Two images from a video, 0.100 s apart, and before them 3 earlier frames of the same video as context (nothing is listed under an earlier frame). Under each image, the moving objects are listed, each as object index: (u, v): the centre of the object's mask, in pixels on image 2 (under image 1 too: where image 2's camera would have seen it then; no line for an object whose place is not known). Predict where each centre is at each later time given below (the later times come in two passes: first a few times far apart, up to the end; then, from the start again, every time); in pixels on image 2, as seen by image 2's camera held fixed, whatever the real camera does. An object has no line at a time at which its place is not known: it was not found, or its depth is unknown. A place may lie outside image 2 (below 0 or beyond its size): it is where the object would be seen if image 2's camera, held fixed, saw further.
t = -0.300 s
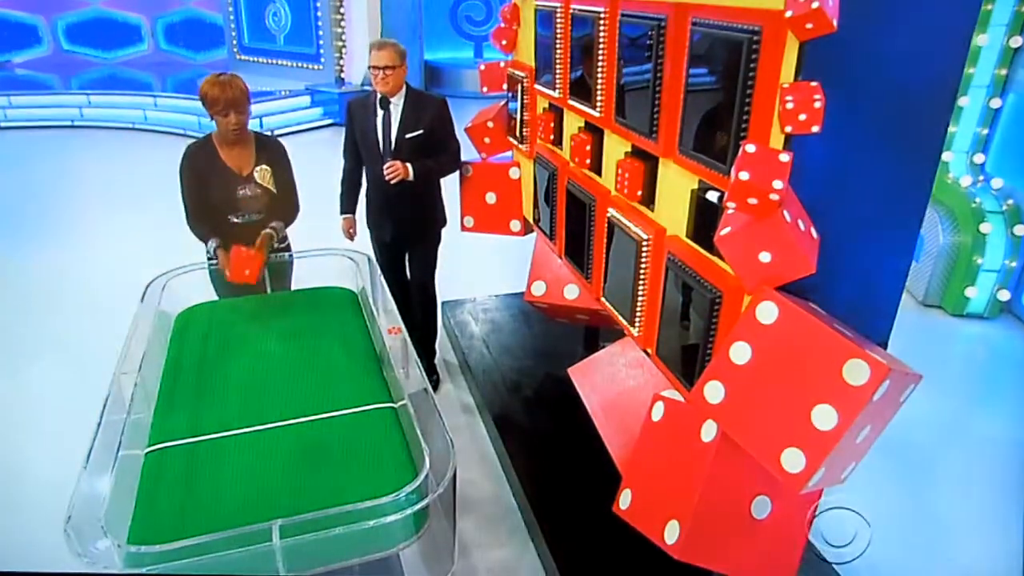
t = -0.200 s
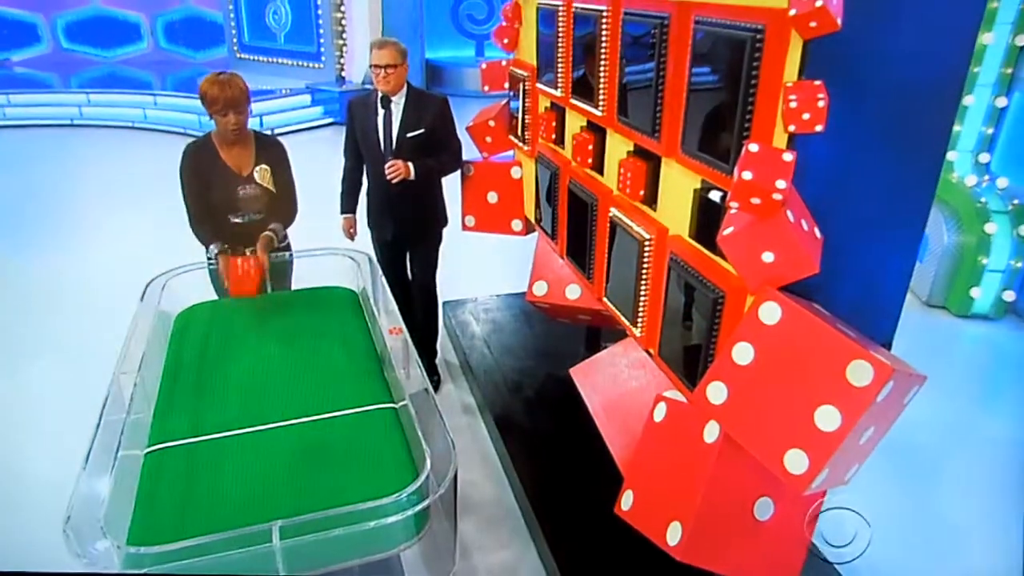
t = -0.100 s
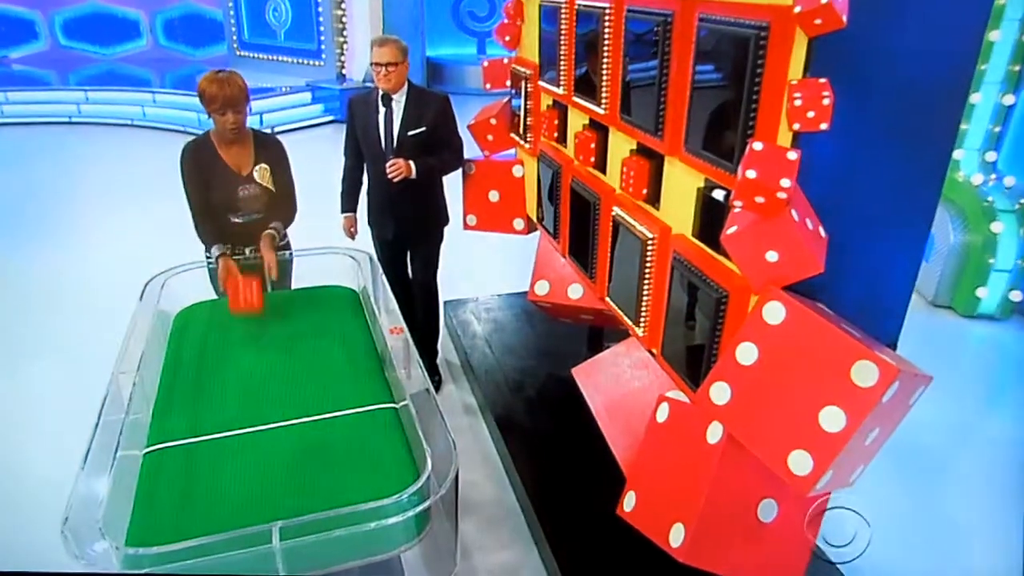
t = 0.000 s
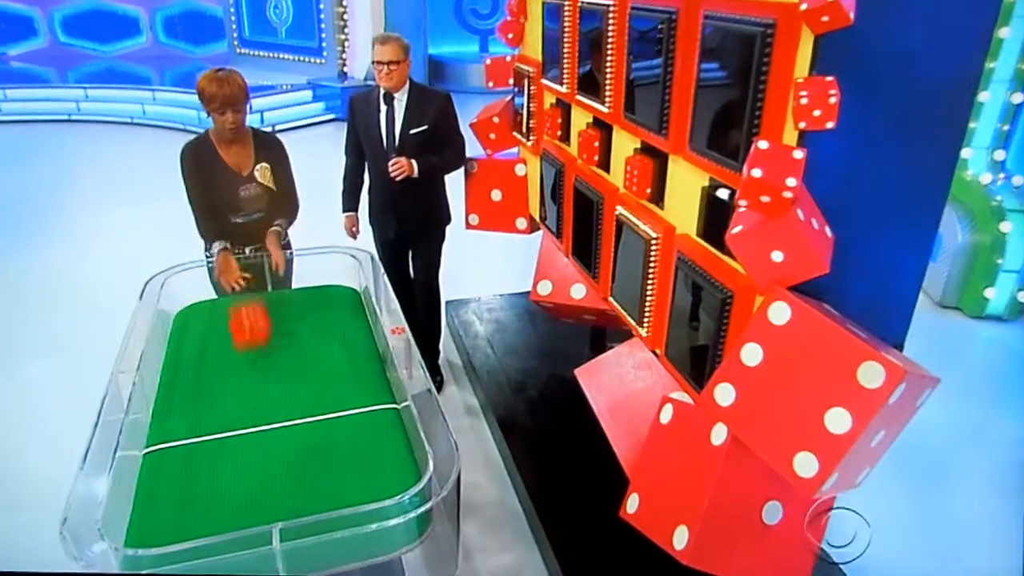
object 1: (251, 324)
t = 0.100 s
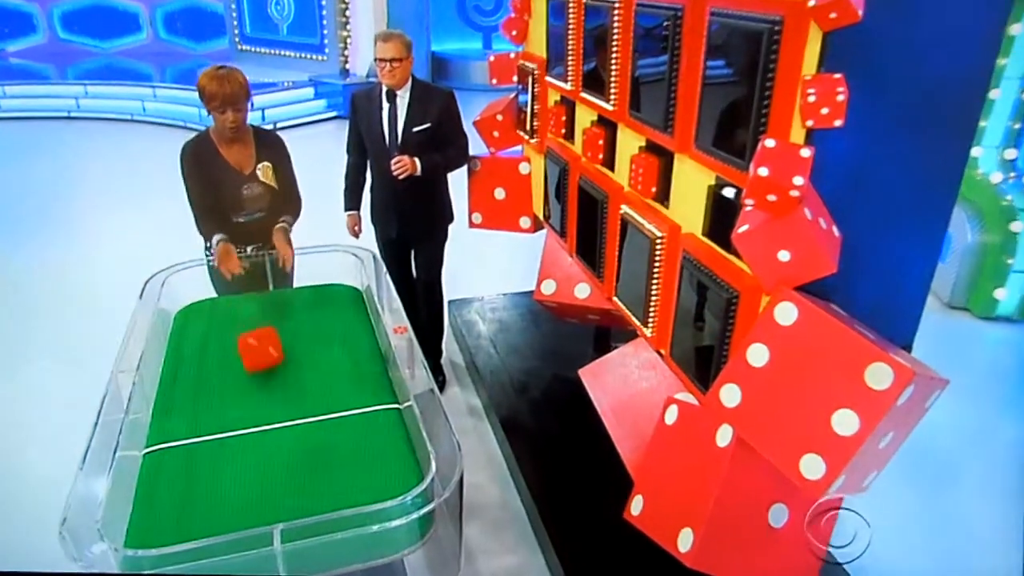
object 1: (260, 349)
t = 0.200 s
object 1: (275, 359)
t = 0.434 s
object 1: (323, 392)
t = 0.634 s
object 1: (357, 418)
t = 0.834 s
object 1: (376, 443)
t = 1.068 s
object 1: (388, 460)
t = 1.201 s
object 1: (390, 469)
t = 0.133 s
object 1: (264, 350)
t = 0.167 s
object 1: (269, 352)
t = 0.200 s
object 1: (275, 359)
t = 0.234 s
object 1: (281, 367)
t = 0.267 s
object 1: (288, 378)
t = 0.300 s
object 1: (296, 392)
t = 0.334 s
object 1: (302, 395)
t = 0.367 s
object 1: (309, 392)
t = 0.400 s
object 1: (315, 390)
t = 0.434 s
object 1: (323, 392)
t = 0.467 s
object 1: (330, 397)
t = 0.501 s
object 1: (338, 405)
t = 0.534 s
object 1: (345, 409)
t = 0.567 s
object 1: (349, 410)
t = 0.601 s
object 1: (352, 414)
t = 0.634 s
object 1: (357, 418)
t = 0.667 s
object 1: (361, 422)
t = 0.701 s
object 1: (366, 429)
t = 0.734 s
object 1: (370, 431)
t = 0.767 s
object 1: (372, 434)
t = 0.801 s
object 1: (374, 440)
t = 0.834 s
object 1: (376, 443)
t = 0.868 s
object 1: (377, 443)
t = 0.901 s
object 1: (379, 443)
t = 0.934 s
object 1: (380, 446)
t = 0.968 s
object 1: (382, 450)
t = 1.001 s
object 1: (384, 452)
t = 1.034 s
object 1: (386, 456)
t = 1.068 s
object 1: (388, 460)
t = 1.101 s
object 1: (390, 462)
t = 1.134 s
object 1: (391, 463)
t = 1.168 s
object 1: (390, 465)
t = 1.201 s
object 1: (390, 469)
